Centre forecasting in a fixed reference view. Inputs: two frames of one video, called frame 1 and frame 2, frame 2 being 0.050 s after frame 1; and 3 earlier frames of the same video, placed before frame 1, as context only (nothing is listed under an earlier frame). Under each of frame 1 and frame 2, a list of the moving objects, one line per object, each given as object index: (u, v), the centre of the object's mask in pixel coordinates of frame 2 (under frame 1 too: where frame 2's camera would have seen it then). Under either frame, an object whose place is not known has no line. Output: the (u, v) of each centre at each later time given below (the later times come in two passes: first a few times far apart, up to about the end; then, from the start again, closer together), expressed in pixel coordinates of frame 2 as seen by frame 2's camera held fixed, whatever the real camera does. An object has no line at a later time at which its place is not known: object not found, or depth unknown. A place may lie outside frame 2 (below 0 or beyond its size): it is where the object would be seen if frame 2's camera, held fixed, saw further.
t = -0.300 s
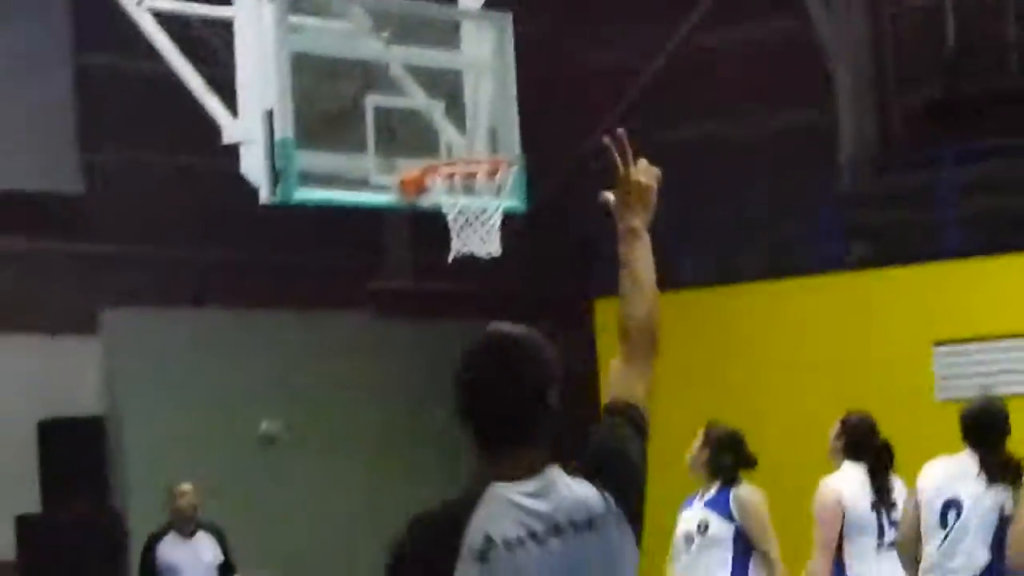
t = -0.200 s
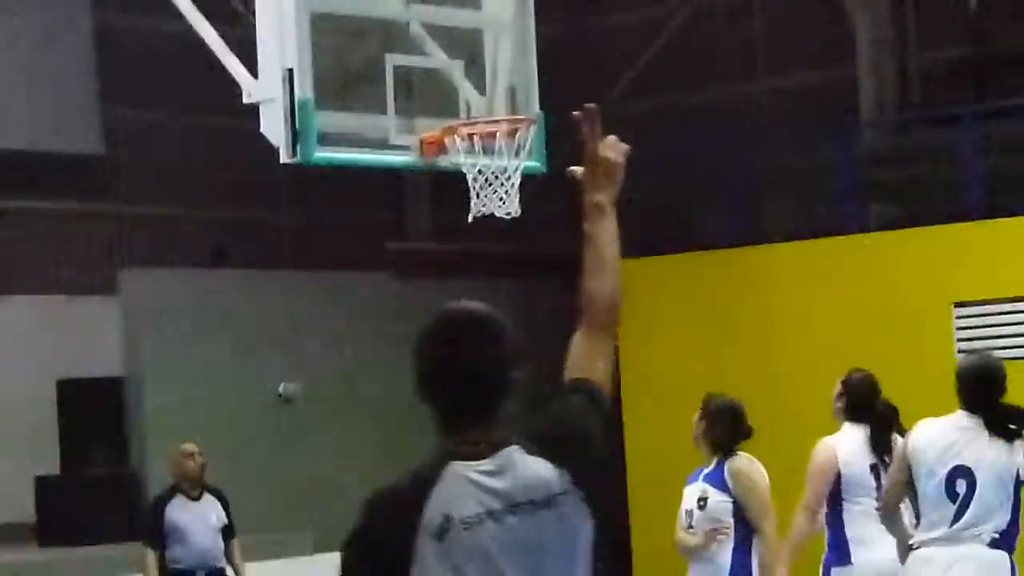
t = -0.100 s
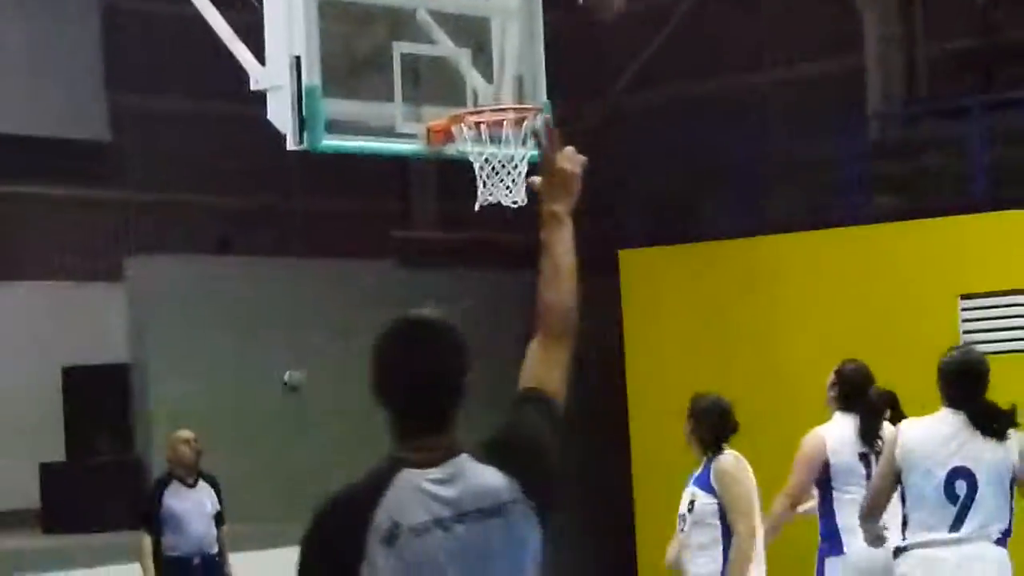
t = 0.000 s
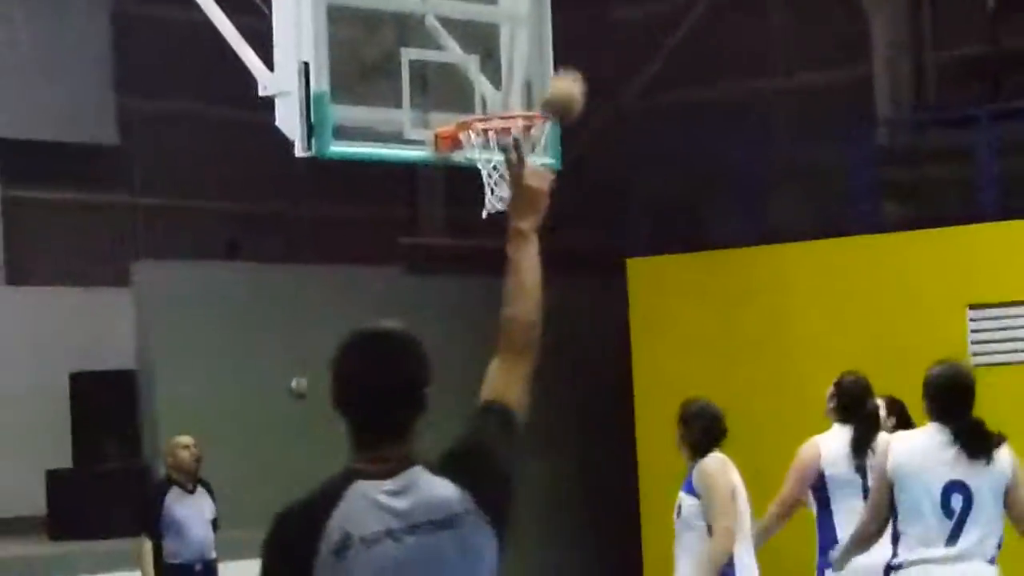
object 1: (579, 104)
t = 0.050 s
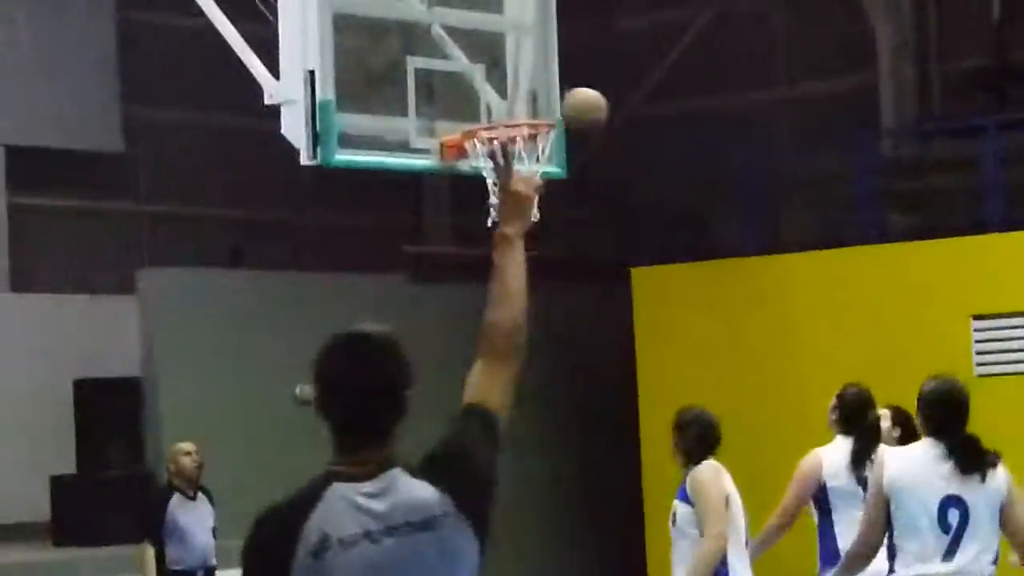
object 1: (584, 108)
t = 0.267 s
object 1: (666, 145)
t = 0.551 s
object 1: (774, 313)
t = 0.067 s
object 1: (588, 112)
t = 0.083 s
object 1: (591, 108)
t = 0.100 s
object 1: (598, 109)
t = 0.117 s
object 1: (605, 109)
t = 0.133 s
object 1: (612, 113)
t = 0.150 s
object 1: (619, 117)
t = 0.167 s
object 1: (625, 118)
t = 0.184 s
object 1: (632, 123)
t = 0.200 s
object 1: (638, 127)
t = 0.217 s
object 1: (646, 133)
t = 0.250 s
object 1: (659, 138)
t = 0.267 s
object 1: (666, 145)
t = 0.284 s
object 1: (673, 153)
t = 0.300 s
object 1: (681, 161)
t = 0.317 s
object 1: (689, 167)
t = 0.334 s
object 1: (699, 175)
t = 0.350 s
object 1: (703, 185)
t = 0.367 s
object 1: (710, 194)
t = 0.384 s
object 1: (716, 202)
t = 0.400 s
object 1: (722, 211)
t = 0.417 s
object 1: (730, 221)
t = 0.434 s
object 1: (736, 230)
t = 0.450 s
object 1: (740, 240)
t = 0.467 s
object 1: (746, 250)
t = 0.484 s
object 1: (751, 261)
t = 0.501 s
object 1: (757, 274)
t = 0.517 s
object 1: (762, 286)
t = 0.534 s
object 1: (768, 299)
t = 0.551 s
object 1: (774, 313)
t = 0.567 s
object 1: (779, 328)
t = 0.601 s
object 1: (789, 358)
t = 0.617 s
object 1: (794, 373)
